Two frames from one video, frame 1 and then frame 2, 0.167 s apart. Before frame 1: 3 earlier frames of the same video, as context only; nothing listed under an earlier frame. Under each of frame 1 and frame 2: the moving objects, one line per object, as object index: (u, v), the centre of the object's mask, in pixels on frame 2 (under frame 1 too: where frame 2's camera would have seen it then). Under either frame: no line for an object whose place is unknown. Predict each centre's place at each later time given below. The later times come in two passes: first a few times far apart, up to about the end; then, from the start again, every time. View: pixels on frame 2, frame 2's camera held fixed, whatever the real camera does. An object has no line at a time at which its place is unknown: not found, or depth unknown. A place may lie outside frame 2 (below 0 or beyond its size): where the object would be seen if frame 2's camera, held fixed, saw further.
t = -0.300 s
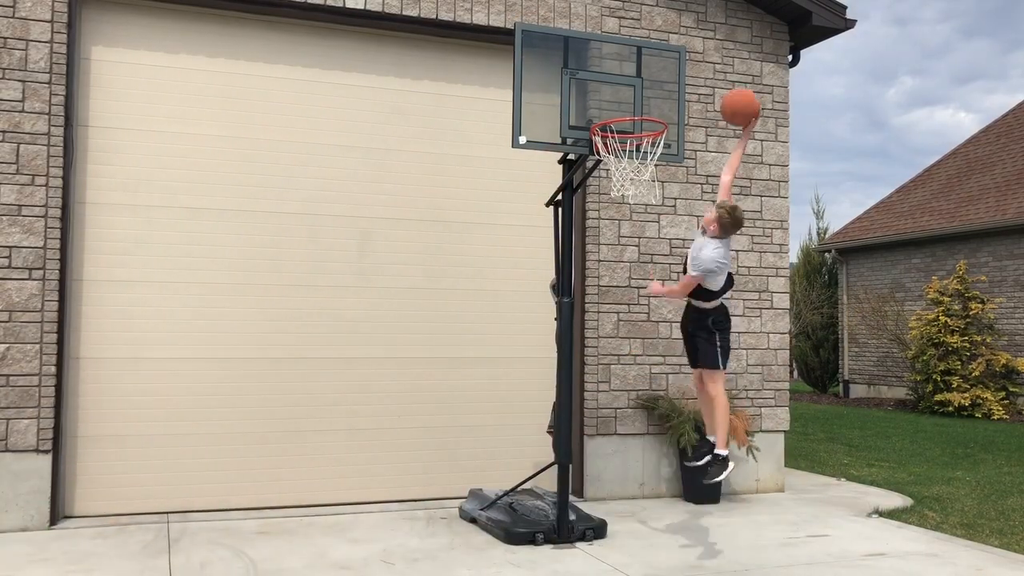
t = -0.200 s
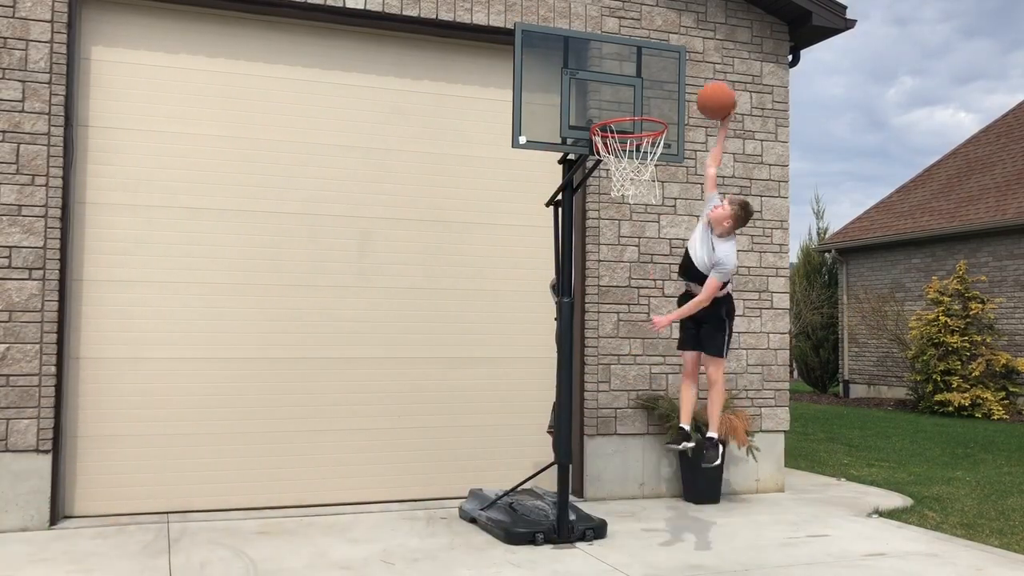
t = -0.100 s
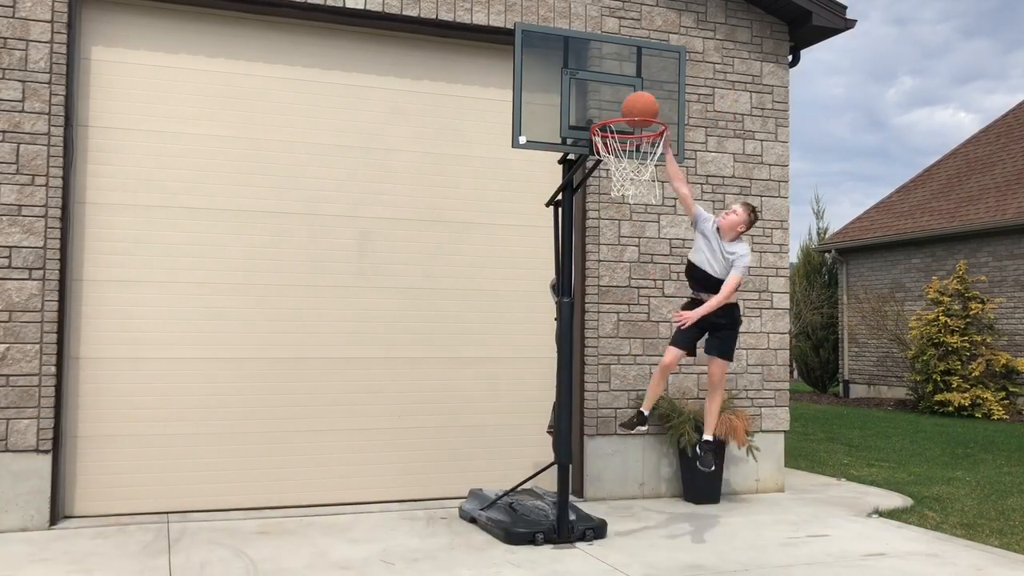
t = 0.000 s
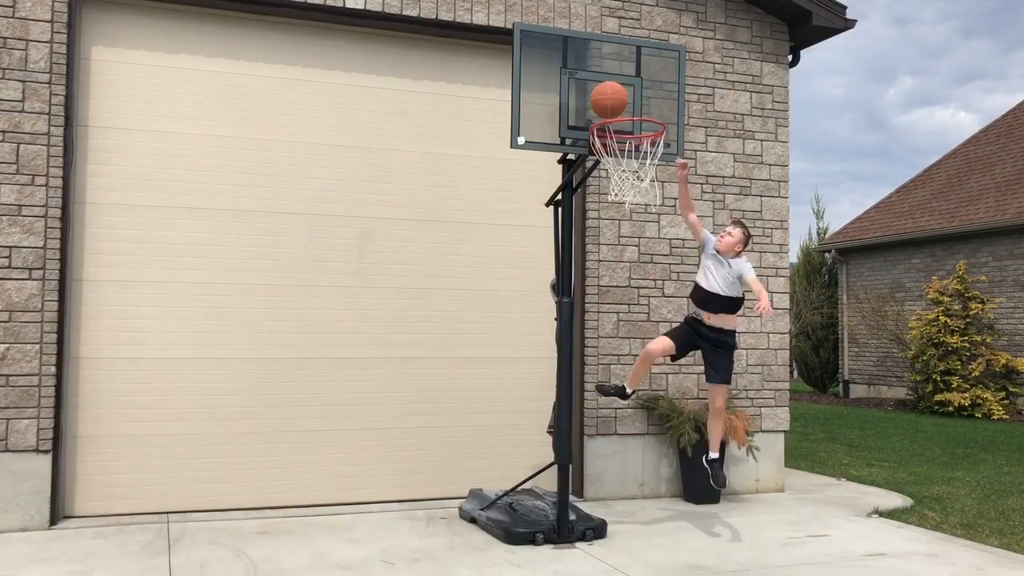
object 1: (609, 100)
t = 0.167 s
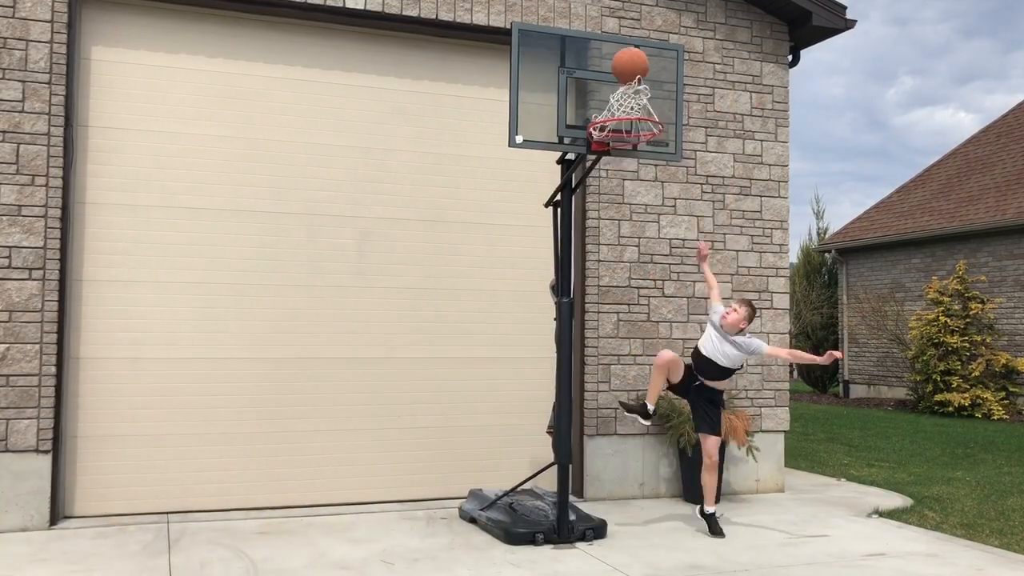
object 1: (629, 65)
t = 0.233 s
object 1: (638, 59)
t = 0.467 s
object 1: (666, 105)
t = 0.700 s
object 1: (668, 112)
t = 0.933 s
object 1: (678, 125)
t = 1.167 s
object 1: (695, 196)
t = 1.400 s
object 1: (710, 340)
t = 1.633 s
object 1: (724, 526)
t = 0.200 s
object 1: (633, 60)
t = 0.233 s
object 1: (638, 59)
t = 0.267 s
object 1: (644, 60)
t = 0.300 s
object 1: (647, 64)
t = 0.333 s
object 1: (651, 70)
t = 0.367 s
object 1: (653, 76)
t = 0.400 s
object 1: (658, 84)
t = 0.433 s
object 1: (661, 95)
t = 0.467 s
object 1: (666, 105)
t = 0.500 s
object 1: (666, 106)
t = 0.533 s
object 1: (666, 105)
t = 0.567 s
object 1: (667, 106)
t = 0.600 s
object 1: (667, 108)
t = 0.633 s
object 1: (667, 111)
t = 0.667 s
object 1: (667, 113)
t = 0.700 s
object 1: (668, 112)
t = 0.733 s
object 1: (669, 111)
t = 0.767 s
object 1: (669, 111)
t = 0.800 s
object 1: (670, 114)
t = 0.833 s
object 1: (670, 117)
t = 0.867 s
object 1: (672, 118)
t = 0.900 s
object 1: (675, 121)
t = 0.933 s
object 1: (678, 125)
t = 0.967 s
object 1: (680, 131)
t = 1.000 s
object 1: (682, 138)
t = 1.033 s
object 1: (685, 146)
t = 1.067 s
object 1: (687, 157)
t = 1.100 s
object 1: (690, 168)
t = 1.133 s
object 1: (692, 181)
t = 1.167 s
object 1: (695, 196)
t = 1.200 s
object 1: (697, 212)
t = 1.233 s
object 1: (699, 230)
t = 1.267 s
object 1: (701, 249)
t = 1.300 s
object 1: (703, 270)
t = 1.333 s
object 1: (705, 292)
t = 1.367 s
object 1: (707, 315)
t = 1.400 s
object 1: (710, 340)
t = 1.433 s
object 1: (712, 366)
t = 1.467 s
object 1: (714, 393)
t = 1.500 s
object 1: (716, 423)
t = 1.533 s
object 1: (718, 454)
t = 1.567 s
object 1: (721, 486)
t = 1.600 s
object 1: (722, 520)
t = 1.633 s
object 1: (724, 526)
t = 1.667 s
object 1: (726, 498)
